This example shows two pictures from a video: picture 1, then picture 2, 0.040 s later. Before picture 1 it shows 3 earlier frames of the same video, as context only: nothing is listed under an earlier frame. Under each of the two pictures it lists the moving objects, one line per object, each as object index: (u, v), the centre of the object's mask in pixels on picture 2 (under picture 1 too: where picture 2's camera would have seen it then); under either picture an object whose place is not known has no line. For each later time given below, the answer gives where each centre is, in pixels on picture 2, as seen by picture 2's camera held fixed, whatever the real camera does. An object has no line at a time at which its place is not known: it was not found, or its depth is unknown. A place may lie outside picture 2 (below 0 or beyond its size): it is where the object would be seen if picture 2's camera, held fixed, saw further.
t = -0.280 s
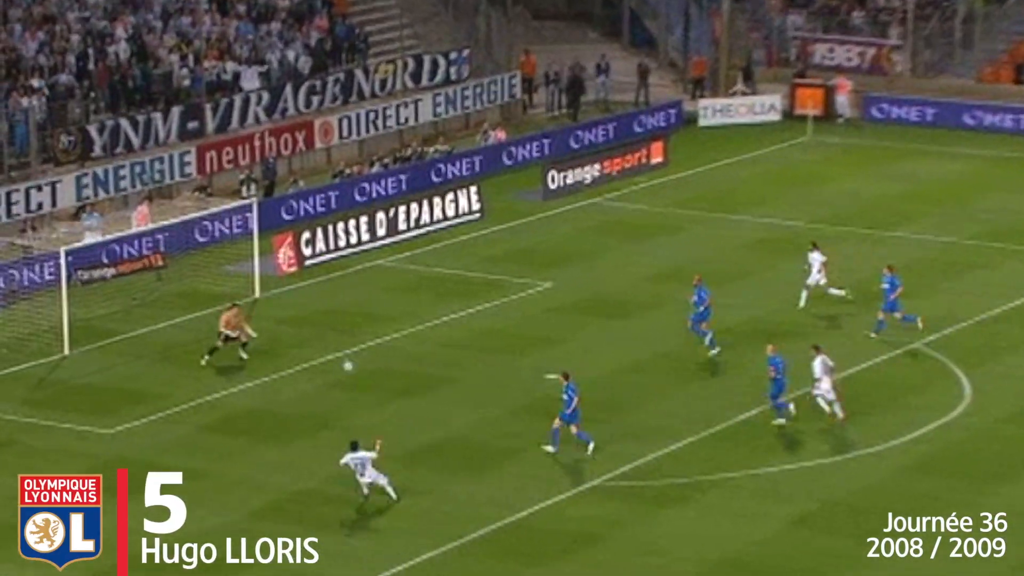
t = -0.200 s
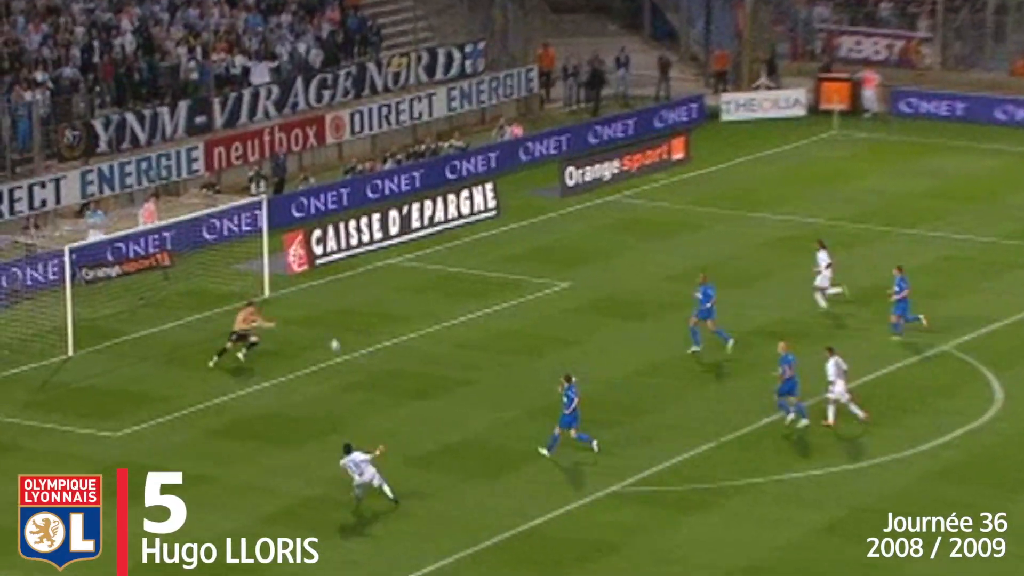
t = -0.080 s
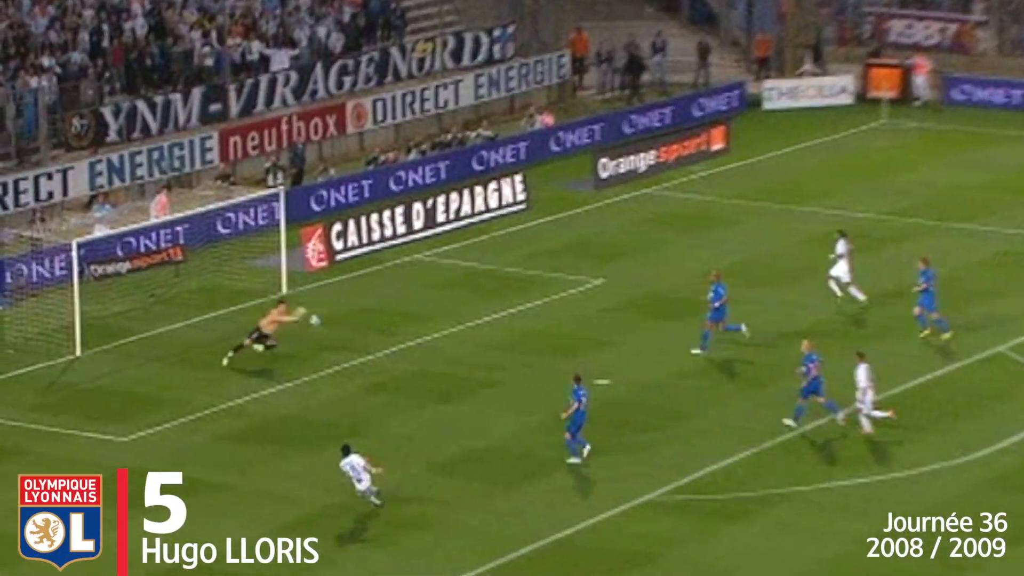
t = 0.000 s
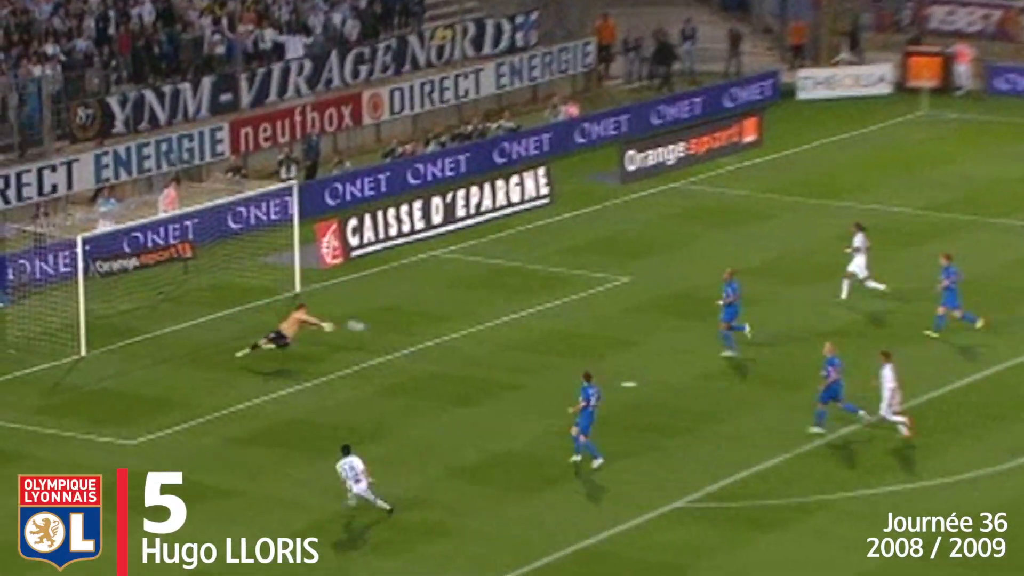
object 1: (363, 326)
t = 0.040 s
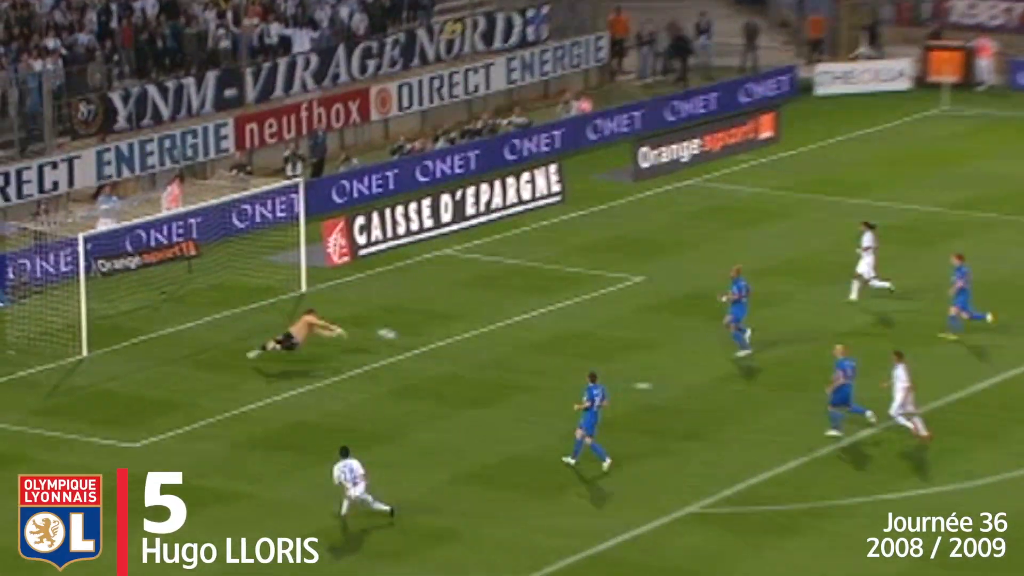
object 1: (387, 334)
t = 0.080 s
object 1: (409, 341)
